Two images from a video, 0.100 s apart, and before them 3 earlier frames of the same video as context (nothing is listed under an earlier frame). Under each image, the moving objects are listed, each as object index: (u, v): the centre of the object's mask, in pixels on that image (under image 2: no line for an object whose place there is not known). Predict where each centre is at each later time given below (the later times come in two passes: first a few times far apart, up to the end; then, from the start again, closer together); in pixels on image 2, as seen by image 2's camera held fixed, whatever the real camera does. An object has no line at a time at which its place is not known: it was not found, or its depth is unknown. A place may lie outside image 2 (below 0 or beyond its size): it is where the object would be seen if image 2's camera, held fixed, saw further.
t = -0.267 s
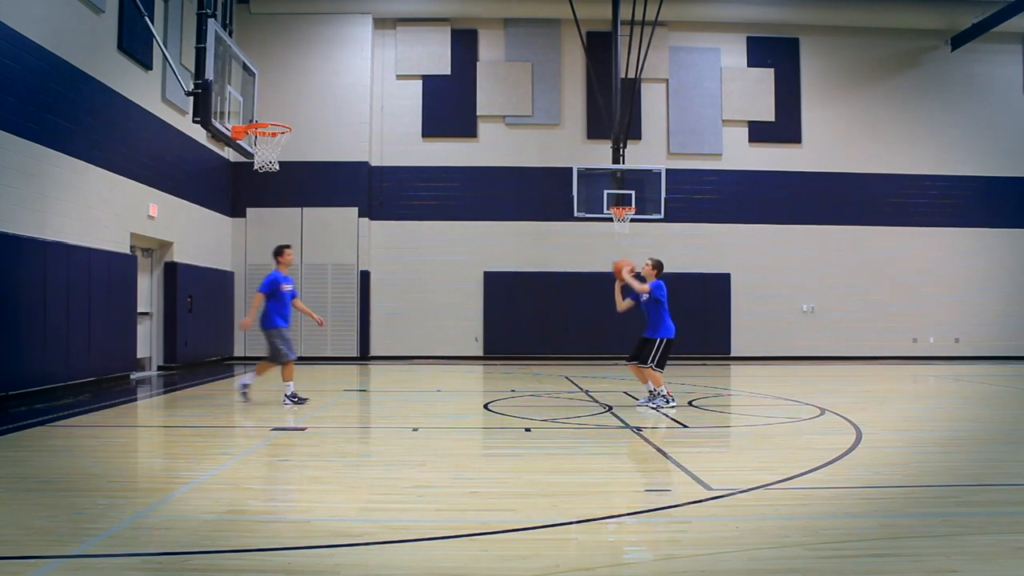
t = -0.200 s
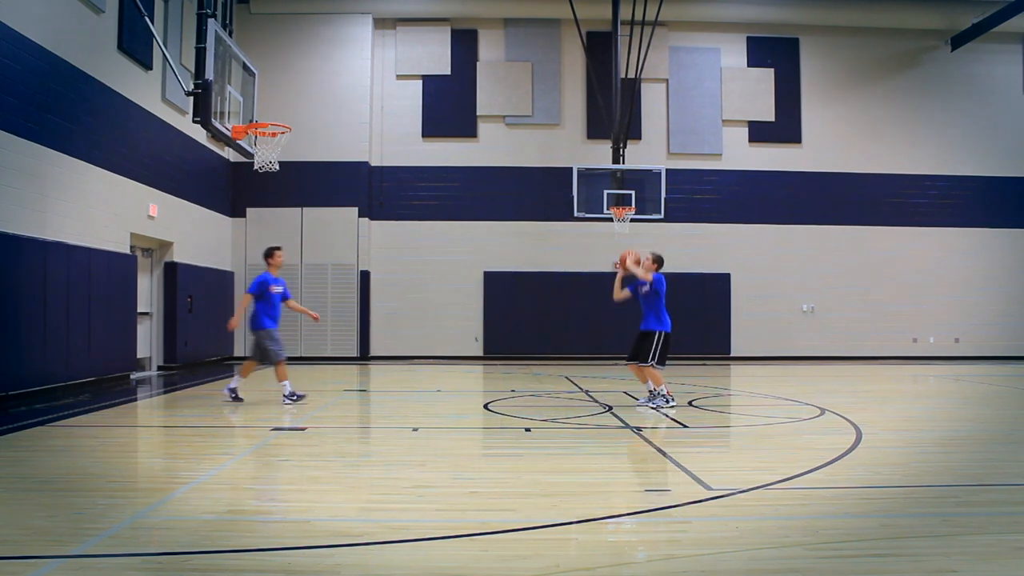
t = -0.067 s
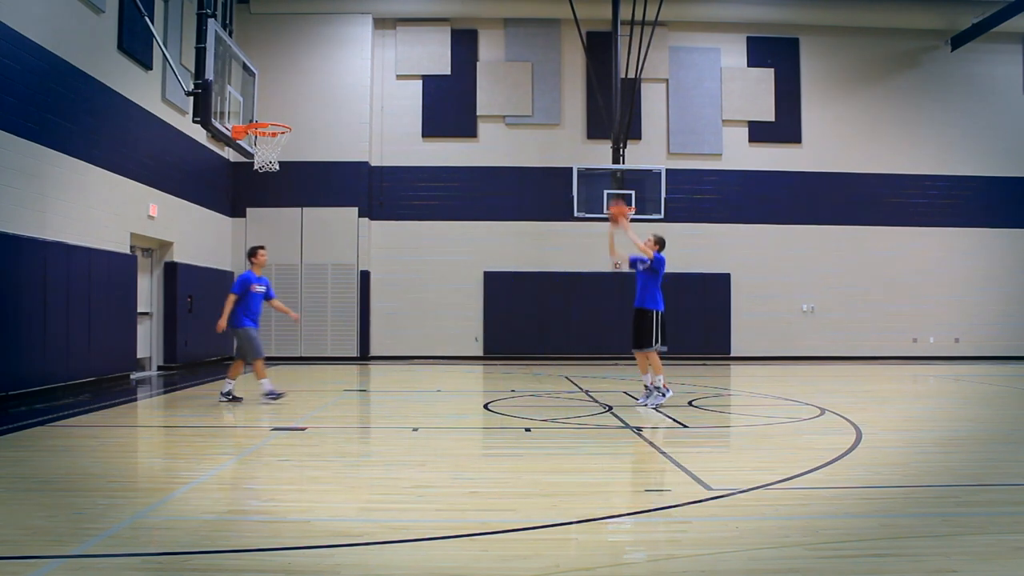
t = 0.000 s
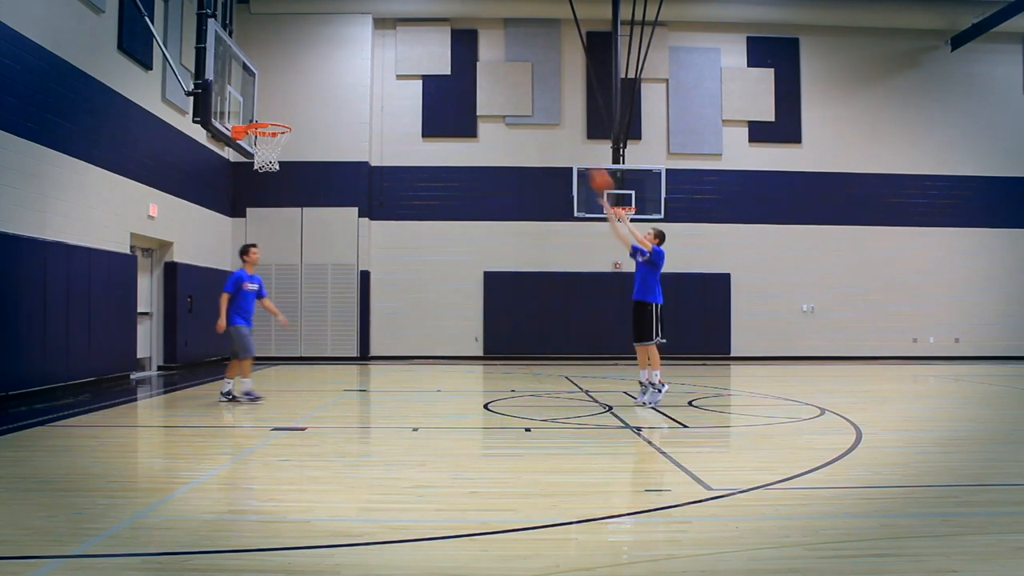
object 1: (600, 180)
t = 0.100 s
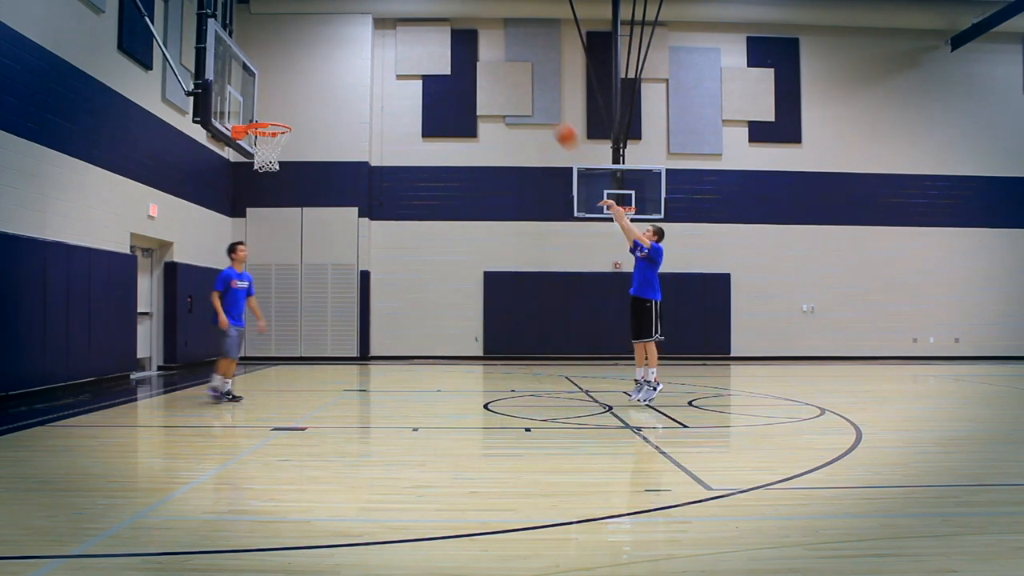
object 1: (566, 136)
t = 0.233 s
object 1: (521, 89)
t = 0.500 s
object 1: (434, 44)
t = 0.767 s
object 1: (349, 62)
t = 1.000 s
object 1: (278, 113)
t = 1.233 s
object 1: (249, 112)
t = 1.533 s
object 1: (272, 119)
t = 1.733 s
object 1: (264, 147)
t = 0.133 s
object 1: (555, 123)
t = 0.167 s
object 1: (544, 110)
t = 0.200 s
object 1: (533, 99)
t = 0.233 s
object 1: (521, 89)
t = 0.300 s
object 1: (499, 72)
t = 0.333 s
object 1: (488, 65)
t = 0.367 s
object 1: (477, 58)
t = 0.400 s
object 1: (467, 54)
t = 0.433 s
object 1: (457, 50)
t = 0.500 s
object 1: (434, 44)
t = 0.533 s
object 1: (424, 43)
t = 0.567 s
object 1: (413, 43)
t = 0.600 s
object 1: (403, 44)
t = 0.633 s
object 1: (392, 45)
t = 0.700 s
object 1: (370, 52)
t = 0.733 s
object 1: (360, 56)
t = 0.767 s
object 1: (349, 62)
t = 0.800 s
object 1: (338, 69)
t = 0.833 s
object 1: (327, 76)
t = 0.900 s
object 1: (306, 93)
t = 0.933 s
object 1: (295, 104)
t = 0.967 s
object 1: (284, 114)
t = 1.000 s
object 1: (278, 113)
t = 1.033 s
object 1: (272, 111)
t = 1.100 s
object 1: (260, 111)
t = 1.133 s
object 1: (254, 112)
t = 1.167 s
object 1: (247, 114)
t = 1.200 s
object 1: (245, 114)
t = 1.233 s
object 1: (249, 112)
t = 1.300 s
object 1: (259, 110)
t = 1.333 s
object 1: (263, 111)
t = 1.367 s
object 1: (267, 112)
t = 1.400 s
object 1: (272, 114)
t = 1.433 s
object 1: (277, 116)
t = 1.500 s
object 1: (277, 118)
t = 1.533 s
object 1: (272, 119)
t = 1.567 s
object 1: (268, 127)
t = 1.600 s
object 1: (262, 130)
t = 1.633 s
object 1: (258, 135)
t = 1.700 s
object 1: (261, 141)
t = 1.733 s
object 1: (264, 147)
